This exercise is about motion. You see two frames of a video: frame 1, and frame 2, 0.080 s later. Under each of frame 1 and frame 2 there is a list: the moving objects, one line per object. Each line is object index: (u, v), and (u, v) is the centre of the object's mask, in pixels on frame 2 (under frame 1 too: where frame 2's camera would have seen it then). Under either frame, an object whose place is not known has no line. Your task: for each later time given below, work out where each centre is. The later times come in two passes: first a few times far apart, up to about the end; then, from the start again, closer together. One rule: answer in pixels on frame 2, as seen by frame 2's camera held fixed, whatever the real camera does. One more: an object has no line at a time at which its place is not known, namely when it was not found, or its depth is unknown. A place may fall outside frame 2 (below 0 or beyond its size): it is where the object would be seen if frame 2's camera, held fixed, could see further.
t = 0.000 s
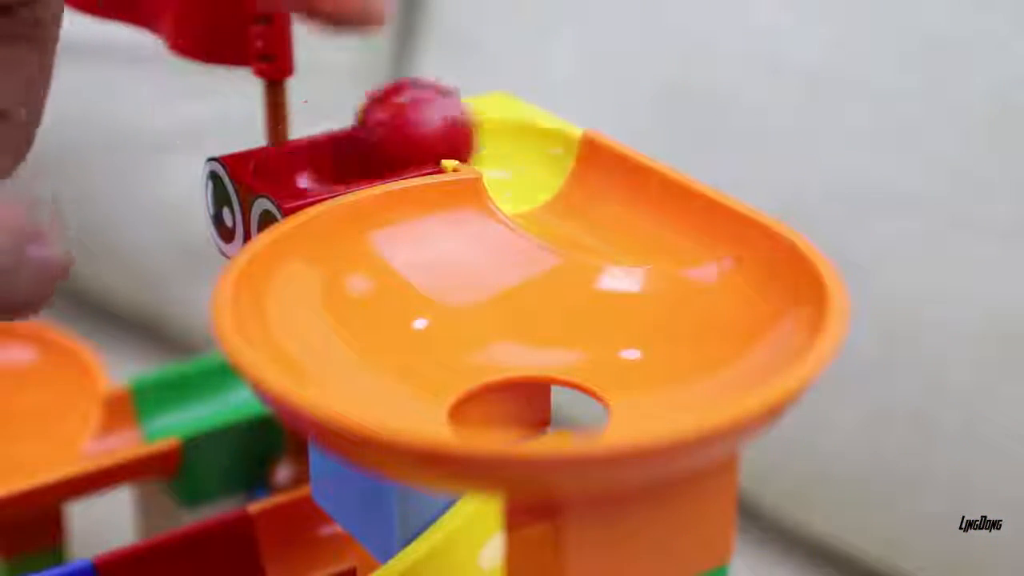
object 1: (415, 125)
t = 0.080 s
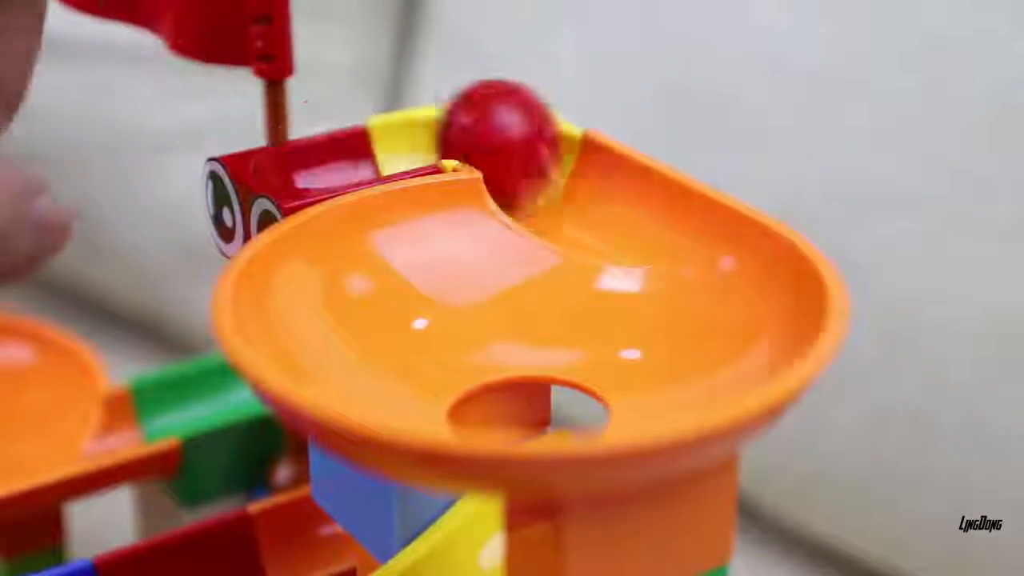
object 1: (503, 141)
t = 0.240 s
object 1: (574, 178)
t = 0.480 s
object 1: (582, 352)
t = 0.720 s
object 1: (430, 360)
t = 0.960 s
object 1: (673, 289)
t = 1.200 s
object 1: (366, 317)
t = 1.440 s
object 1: (506, 367)
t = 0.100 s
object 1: (516, 145)
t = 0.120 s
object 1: (525, 147)
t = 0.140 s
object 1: (529, 152)
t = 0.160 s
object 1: (538, 157)
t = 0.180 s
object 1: (548, 162)
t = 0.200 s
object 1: (555, 167)
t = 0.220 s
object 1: (563, 173)
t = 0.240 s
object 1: (574, 178)
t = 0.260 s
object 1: (583, 182)
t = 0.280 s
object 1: (591, 187)
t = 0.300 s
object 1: (601, 193)
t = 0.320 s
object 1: (610, 198)
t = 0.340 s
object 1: (618, 203)
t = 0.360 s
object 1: (625, 208)
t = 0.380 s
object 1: (628, 218)
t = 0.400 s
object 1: (632, 234)
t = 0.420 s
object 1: (626, 267)
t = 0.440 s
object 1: (615, 297)
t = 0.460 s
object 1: (601, 326)
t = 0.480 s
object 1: (582, 352)
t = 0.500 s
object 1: (554, 365)
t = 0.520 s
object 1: (521, 373)
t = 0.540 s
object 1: (485, 376)
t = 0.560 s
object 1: (449, 372)
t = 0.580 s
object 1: (426, 368)
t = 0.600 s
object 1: (406, 360)
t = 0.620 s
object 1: (392, 353)
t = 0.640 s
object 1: (388, 352)
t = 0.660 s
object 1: (392, 356)
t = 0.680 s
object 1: (401, 360)
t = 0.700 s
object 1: (414, 361)
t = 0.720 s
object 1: (430, 360)
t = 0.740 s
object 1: (448, 355)
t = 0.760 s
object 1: (472, 349)
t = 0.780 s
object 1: (499, 341)
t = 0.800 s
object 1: (535, 325)
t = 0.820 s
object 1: (567, 315)
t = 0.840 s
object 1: (599, 307)
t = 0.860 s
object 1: (625, 297)
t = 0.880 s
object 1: (647, 286)
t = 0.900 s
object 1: (663, 279)
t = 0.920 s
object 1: (671, 278)
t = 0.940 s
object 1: (676, 280)
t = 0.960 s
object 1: (673, 289)
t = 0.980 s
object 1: (662, 304)
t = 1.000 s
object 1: (646, 320)
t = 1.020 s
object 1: (622, 334)
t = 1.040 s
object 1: (595, 346)
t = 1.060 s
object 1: (563, 361)
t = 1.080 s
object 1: (522, 369)
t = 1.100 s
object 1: (485, 363)
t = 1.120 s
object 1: (457, 353)
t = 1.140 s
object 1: (427, 345)
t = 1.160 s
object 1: (400, 338)
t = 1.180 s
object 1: (380, 327)
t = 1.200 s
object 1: (366, 317)
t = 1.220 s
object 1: (360, 310)
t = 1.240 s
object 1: (359, 307)
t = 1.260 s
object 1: (366, 308)
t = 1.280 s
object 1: (380, 311)
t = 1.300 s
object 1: (398, 318)
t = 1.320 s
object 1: (422, 325)
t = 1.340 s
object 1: (451, 330)
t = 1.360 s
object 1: (483, 338)
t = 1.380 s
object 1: (511, 354)
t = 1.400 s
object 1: (537, 372)
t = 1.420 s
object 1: (520, 372)
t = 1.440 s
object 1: (506, 367)
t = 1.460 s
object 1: (498, 365)
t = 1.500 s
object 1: (511, 369)
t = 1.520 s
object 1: (530, 380)
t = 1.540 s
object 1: (526, 383)
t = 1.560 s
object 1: (525, 387)
